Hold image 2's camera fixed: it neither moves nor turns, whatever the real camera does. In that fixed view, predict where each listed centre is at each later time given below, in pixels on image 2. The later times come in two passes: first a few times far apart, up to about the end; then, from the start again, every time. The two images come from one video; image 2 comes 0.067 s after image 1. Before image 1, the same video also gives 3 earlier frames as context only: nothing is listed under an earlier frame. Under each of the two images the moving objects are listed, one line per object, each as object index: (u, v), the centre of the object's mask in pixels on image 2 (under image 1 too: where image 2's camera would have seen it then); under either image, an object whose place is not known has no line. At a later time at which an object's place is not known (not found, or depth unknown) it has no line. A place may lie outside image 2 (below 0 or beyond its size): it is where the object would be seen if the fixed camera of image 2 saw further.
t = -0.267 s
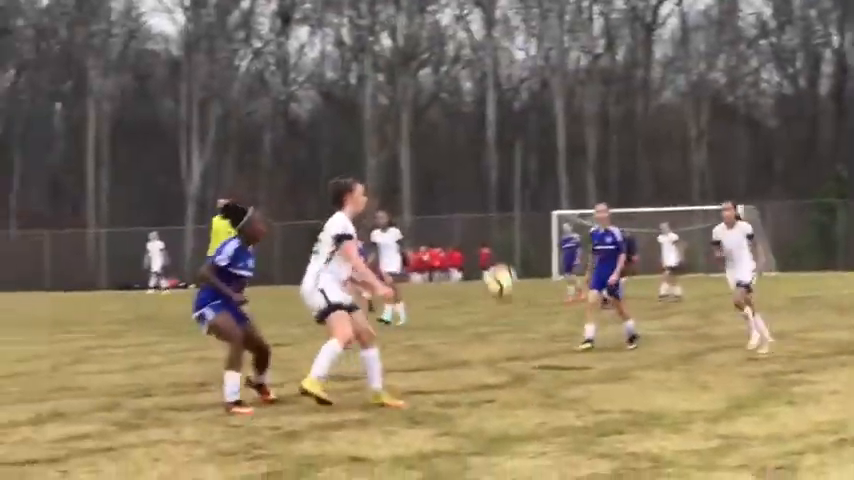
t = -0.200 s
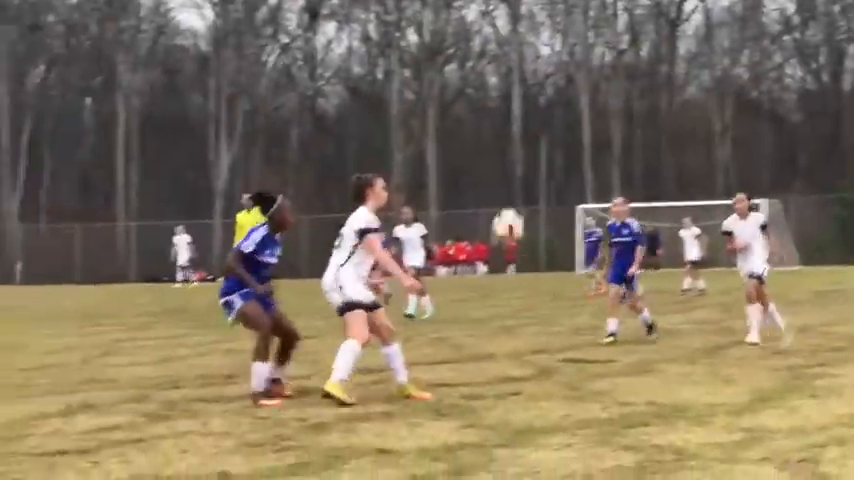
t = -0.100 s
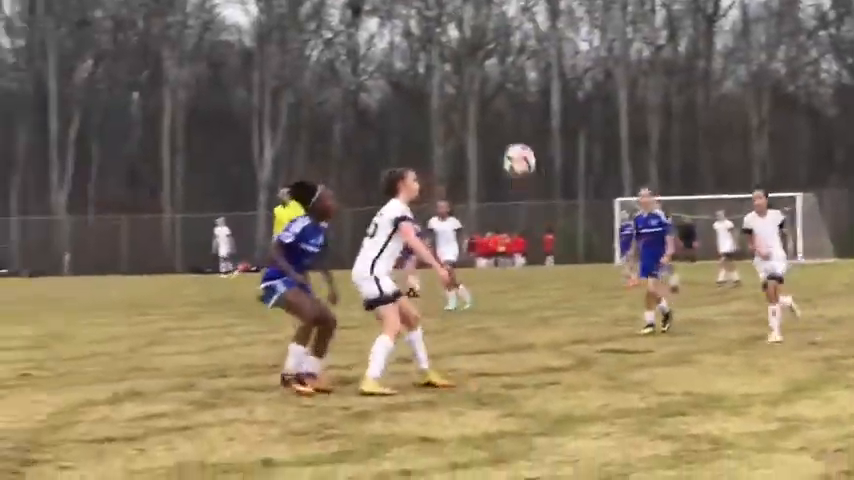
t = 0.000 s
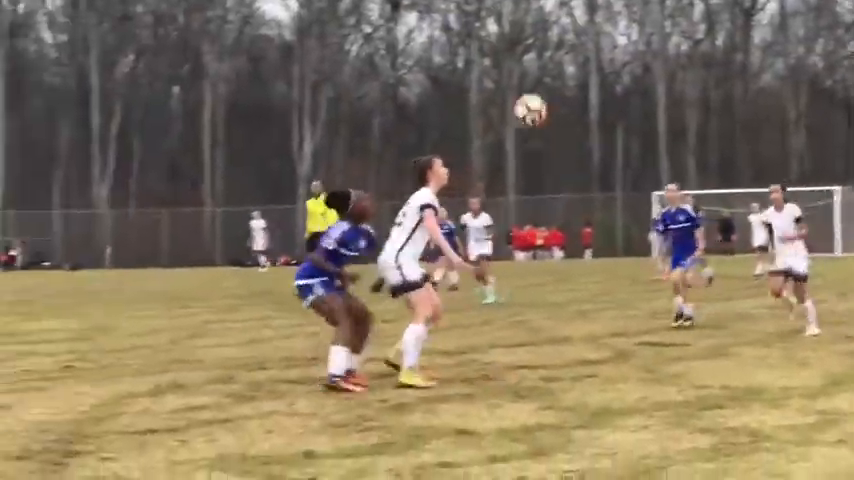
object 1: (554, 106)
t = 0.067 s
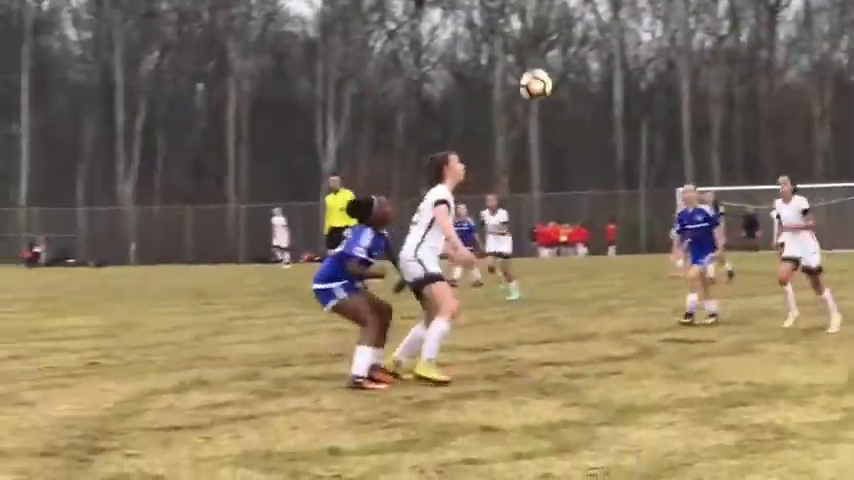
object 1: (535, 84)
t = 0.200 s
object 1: (498, 59)
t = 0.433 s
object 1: (434, 74)
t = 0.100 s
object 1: (527, 76)
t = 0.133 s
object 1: (518, 69)
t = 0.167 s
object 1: (508, 62)
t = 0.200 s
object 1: (498, 59)
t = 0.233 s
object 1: (489, 56)
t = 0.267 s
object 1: (480, 56)
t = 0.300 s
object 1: (471, 57)
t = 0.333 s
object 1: (464, 59)
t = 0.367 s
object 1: (453, 62)
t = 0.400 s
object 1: (444, 68)
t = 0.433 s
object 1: (434, 74)
